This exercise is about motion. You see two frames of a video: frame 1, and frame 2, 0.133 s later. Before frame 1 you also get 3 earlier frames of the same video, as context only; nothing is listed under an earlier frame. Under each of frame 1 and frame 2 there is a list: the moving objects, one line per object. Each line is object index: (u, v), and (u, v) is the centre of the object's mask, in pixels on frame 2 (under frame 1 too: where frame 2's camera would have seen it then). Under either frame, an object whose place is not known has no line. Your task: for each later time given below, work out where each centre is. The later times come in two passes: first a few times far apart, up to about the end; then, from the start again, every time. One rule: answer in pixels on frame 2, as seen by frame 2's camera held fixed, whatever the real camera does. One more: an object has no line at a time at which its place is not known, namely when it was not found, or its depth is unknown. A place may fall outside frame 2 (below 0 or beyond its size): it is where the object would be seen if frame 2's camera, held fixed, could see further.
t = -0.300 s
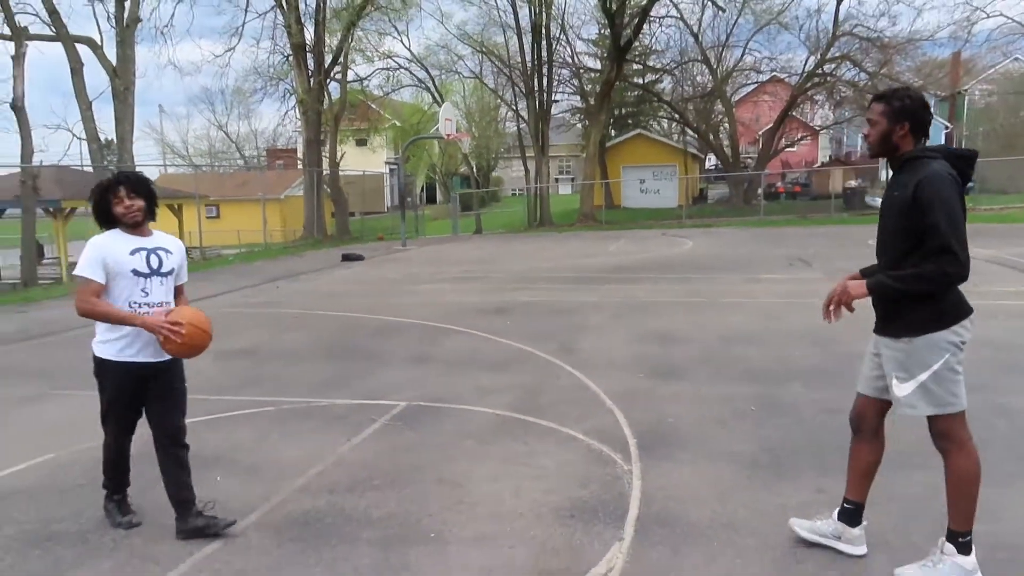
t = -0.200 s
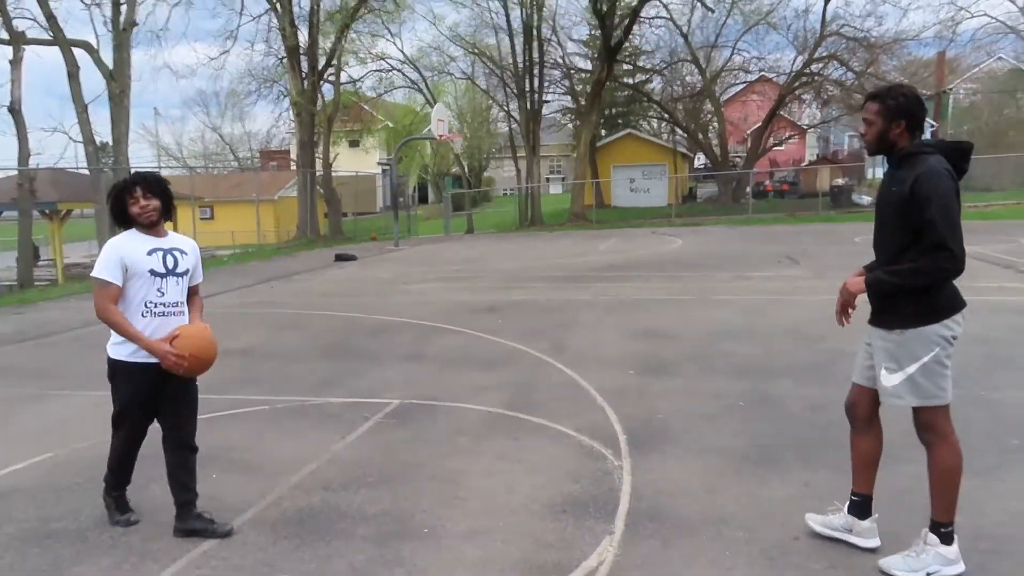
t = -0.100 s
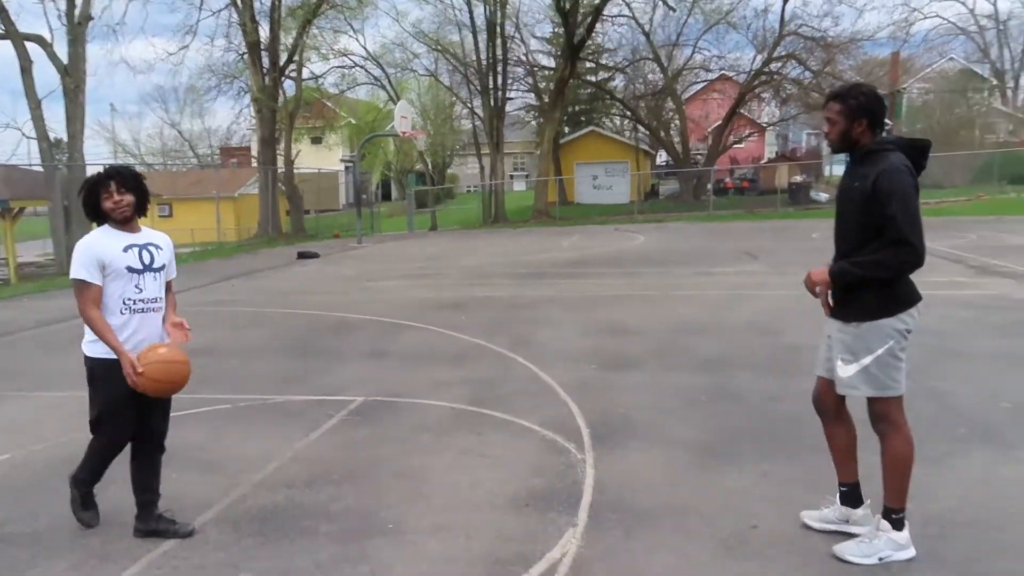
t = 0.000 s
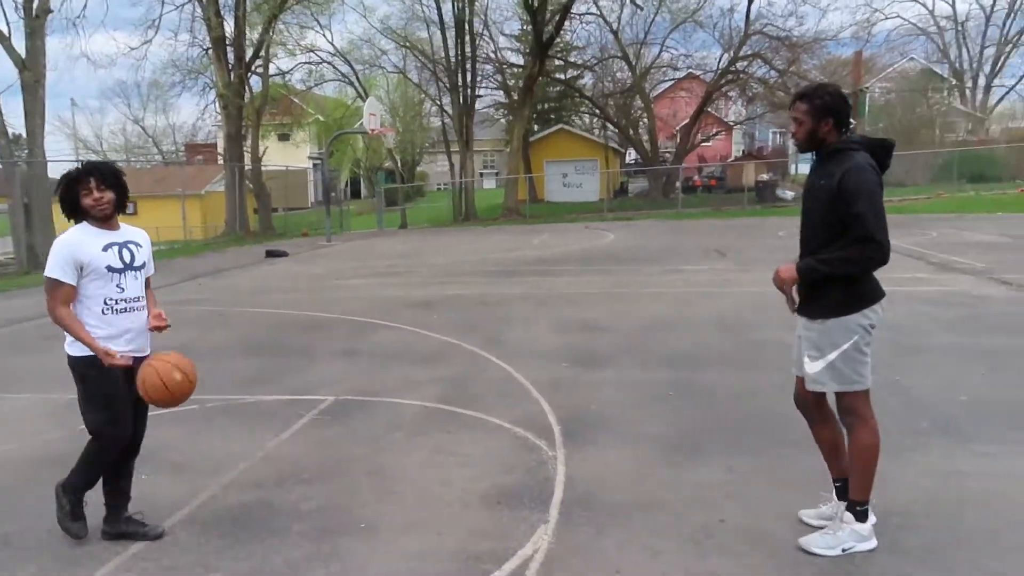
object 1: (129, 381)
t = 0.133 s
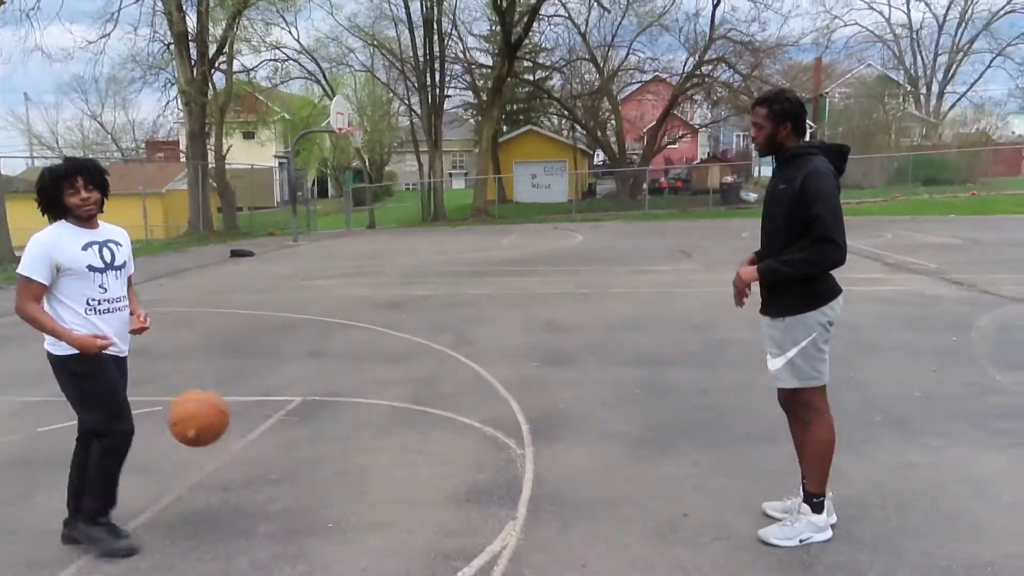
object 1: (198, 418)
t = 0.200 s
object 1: (237, 450)
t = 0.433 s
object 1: (347, 465)
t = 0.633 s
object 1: (429, 414)
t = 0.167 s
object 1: (217, 433)
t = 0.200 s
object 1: (237, 450)
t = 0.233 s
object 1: (256, 471)
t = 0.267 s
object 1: (275, 494)
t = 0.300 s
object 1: (293, 519)
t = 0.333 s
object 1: (308, 523)
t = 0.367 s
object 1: (320, 501)
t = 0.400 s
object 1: (333, 483)
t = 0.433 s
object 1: (347, 465)
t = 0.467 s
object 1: (360, 450)
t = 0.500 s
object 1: (374, 437)
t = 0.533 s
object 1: (388, 428)
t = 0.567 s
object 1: (402, 420)
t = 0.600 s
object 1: (415, 416)
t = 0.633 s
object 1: (429, 414)
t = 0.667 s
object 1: (443, 414)
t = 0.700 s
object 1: (457, 418)
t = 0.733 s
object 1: (471, 423)
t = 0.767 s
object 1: (486, 431)
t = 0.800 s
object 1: (499, 441)
